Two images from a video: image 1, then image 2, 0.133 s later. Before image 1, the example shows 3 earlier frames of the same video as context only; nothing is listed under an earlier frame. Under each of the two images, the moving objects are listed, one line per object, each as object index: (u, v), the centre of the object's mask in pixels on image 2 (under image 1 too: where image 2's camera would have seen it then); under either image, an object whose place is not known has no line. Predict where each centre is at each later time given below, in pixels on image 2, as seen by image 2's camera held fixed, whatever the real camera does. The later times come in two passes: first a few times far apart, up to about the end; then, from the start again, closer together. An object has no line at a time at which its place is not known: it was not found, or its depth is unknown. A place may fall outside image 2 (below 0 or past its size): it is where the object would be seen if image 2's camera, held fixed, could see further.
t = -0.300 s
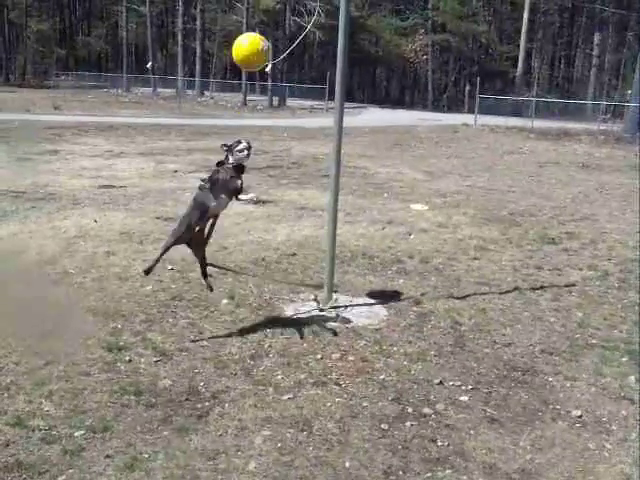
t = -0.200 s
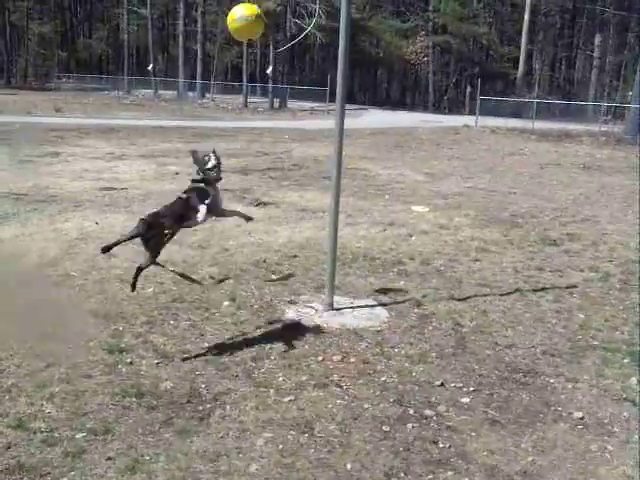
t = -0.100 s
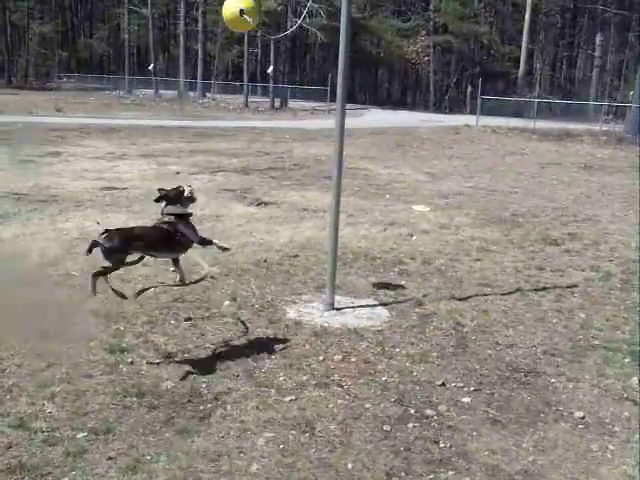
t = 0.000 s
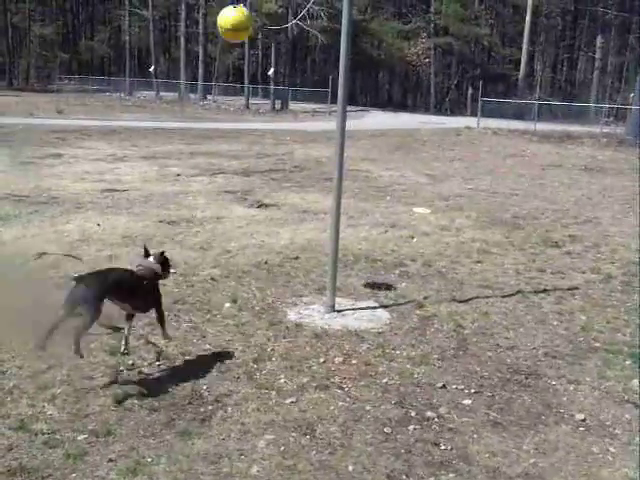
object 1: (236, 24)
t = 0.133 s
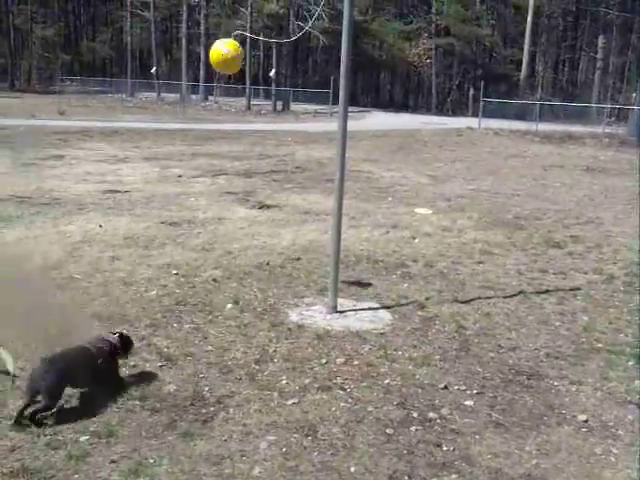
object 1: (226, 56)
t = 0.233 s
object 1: (219, 94)
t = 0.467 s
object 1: (260, 119)
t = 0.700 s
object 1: (327, 132)
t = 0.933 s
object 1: (403, 158)
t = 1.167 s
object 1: (465, 147)
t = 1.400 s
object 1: (499, 139)
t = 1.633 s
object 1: (498, 146)
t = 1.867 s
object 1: (456, 154)
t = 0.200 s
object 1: (221, 80)
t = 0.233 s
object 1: (219, 94)
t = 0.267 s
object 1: (218, 106)
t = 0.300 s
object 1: (219, 116)
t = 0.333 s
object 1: (223, 126)
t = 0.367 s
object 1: (229, 133)
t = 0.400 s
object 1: (239, 129)
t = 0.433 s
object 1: (249, 123)
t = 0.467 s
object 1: (260, 119)
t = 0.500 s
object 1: (270, 116)
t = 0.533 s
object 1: (281, 114)
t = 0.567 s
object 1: (291, 114)
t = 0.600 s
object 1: (301, 116)
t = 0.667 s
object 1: (321, 125)
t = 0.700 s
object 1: (327, 132)
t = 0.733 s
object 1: (337, 142)
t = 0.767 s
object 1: (355, 149)
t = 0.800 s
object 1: (360, 154)
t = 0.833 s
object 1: (371, 159)
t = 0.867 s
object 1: (383, 165)
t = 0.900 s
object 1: (394, 165)
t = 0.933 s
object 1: (403, 158)
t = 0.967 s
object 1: (413, 151)
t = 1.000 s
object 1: (422, 147)
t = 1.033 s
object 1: (430, 144)
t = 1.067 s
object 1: (439, 142)
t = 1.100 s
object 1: (448, 143)
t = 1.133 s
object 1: (456, 144)
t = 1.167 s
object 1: (465, 147)
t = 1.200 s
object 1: (472, 150)
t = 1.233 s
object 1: (478, 149)
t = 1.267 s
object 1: (484, 149)
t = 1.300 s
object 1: (490, 149)
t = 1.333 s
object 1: (495, 147)
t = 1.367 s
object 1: (498, 143)
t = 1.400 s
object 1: (499, 139)
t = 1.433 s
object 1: (501, 136)
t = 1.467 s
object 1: (502, 134)
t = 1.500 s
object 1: (503, 135)
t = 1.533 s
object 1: (503, 137)
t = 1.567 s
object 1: (503, 141)
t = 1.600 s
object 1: (502, 144)
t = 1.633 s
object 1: (498, 146)
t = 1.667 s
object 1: (494, 149)
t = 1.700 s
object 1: (489, 152)
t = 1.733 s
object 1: (483, 152)
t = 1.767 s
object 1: (477, 150)
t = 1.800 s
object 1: (471, 150)
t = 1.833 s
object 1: (464, 151)
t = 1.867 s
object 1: (456, 154)
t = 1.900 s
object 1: (448, 156)
